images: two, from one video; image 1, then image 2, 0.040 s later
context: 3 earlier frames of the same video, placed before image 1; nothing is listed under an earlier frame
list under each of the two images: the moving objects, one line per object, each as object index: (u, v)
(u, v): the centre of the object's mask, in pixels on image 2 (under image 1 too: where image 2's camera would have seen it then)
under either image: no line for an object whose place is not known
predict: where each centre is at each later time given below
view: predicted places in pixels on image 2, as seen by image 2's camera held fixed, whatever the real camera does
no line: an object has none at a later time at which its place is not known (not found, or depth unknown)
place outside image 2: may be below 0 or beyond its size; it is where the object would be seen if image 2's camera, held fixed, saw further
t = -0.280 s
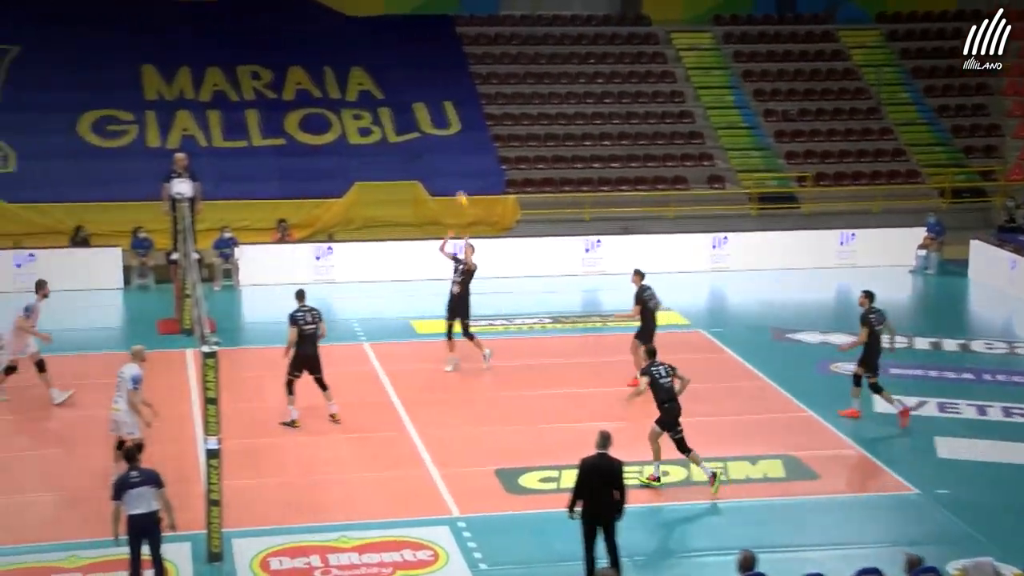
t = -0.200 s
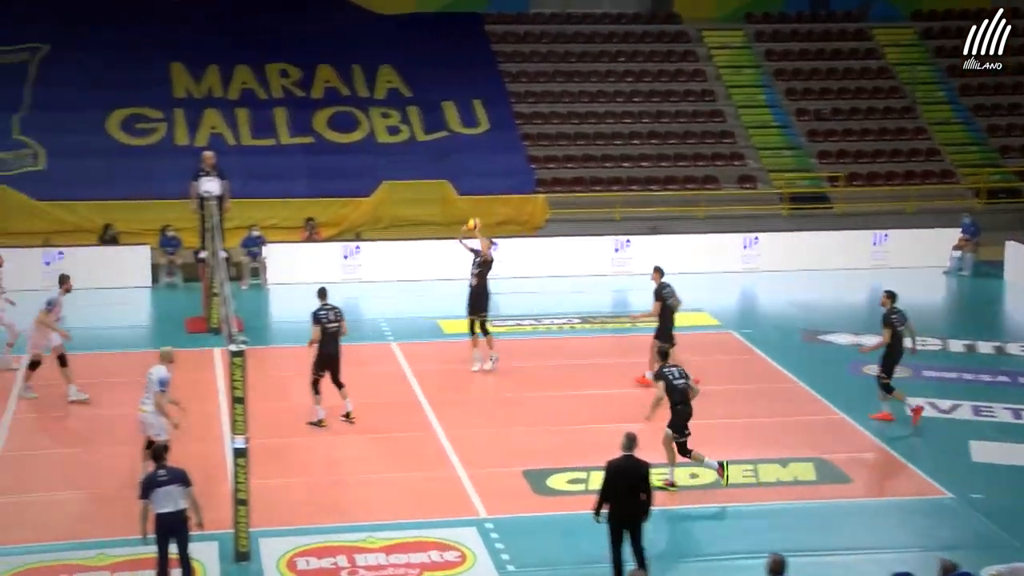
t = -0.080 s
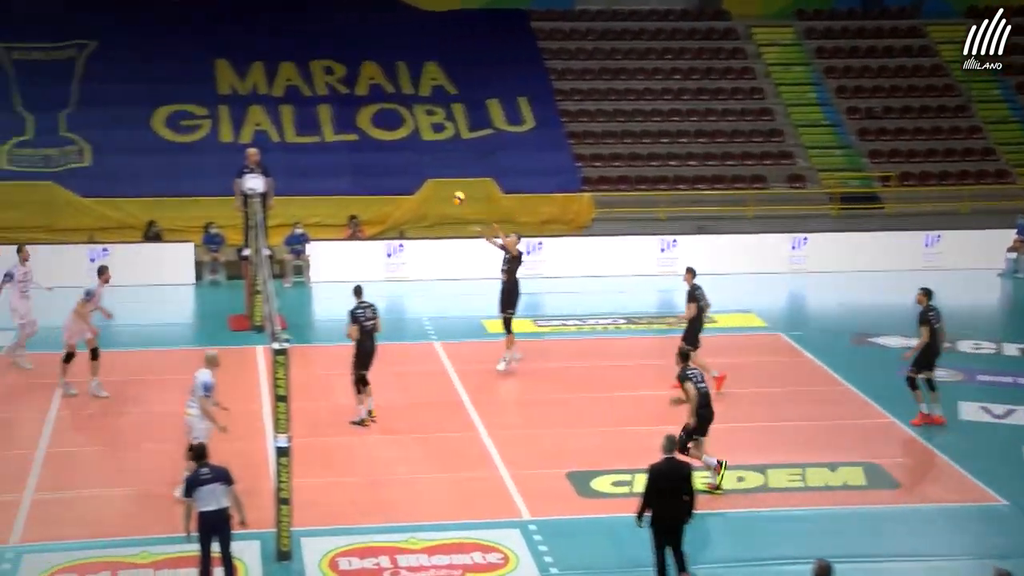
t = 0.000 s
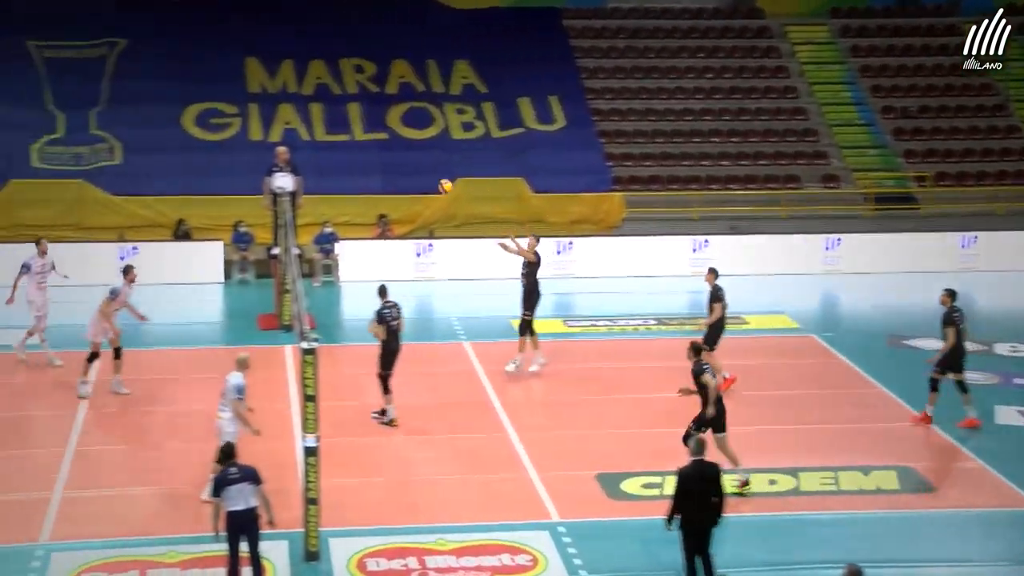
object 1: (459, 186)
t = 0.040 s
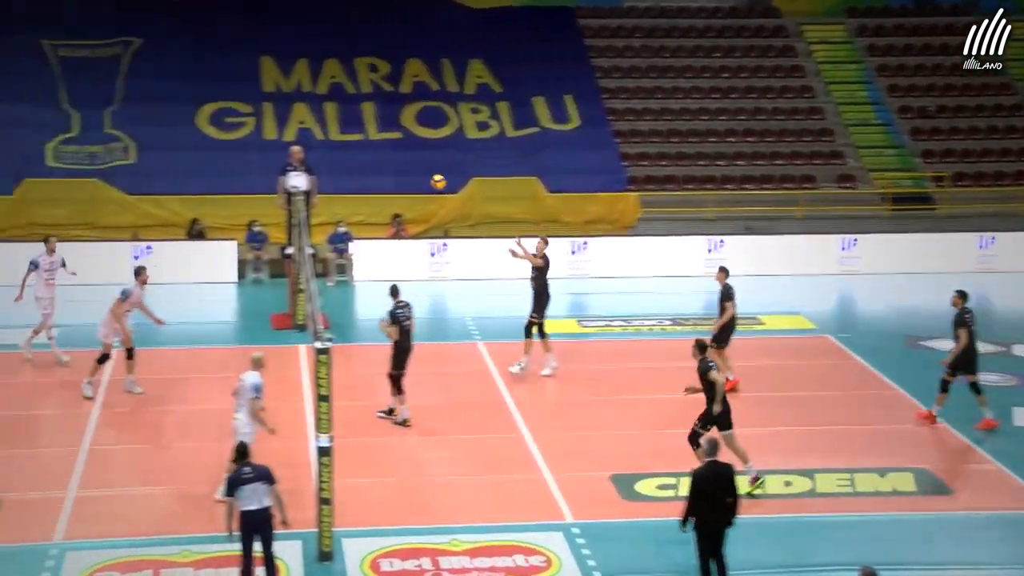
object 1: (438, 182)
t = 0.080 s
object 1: (416, 179)
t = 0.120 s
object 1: (394, 177)
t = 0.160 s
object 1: (372, 176)
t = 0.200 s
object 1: (351, 176)
